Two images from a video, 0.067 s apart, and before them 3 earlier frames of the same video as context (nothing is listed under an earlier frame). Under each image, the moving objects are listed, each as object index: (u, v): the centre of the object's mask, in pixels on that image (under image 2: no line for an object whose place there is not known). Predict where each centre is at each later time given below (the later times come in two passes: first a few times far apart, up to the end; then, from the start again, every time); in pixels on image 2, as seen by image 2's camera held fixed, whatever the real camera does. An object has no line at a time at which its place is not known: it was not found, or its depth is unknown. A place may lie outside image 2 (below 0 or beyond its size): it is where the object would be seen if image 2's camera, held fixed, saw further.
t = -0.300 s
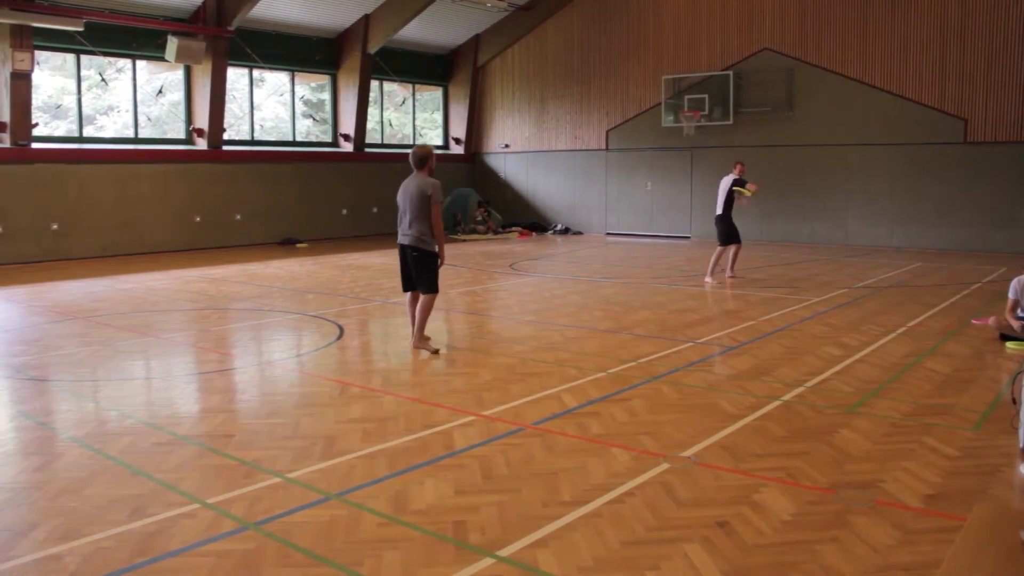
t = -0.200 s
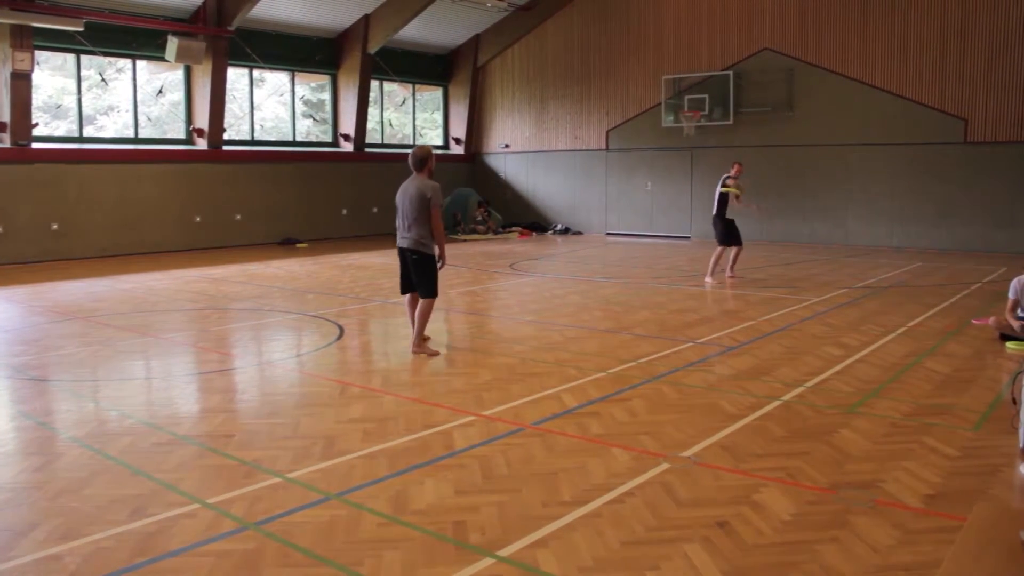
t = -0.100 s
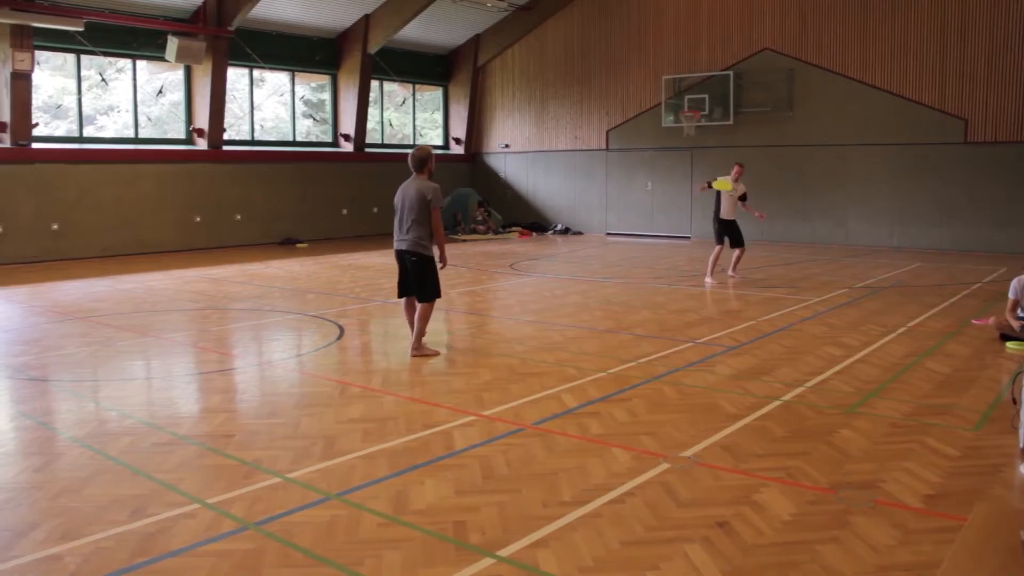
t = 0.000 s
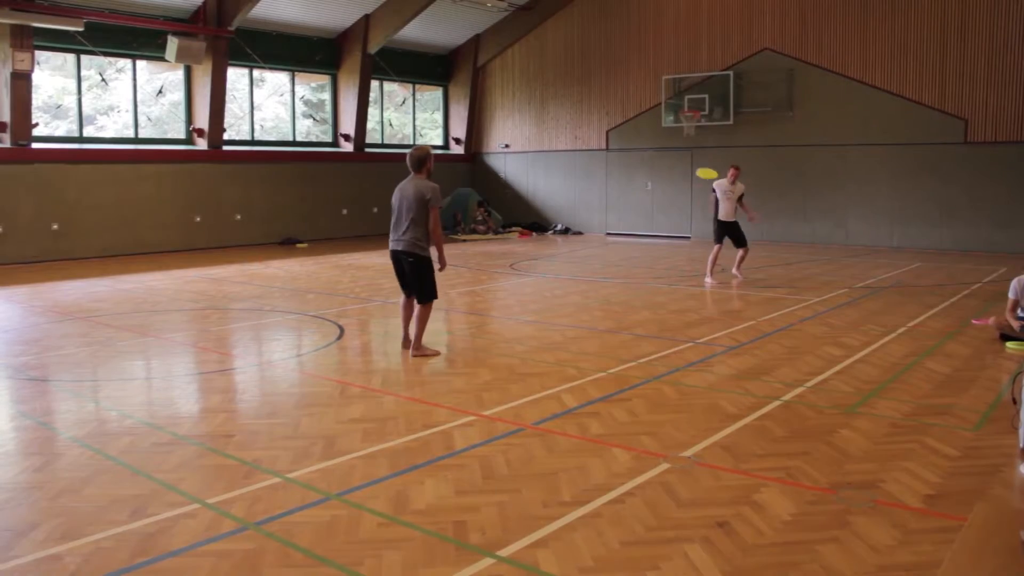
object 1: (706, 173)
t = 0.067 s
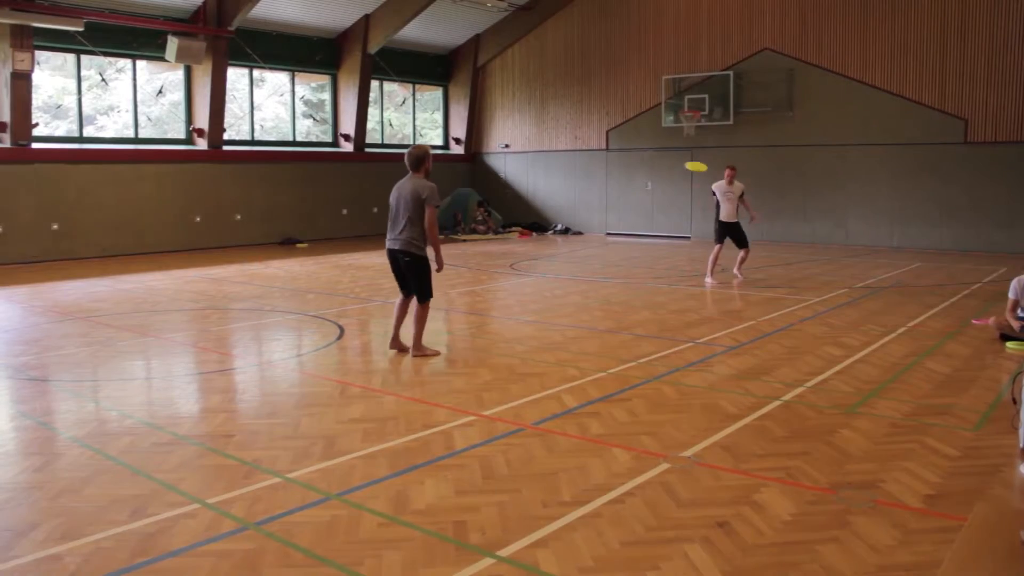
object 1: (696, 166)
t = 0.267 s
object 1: (660, 149)
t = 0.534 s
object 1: (605, 140)
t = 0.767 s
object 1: (550, 149)
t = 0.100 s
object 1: (690, 163)
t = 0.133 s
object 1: (684, 160)
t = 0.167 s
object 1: (678, 157)
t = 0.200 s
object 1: (672, 154)
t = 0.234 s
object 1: (666, 151)
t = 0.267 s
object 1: (660, 149)
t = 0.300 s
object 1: (653, 147)
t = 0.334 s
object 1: (647, 145)
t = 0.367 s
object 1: (640, 143)
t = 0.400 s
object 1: (633, 142)
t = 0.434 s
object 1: (627, 141)
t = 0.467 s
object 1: (620, 141)
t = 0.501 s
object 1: (612, 140)
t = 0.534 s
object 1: (605, 140)
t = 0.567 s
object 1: (598, 140)
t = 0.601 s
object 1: (590, 140)
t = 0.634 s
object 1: (582, 141)
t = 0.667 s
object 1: (573, 143)
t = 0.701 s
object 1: (566, 144)
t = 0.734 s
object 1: (557, 146)
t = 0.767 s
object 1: (550, 149)
